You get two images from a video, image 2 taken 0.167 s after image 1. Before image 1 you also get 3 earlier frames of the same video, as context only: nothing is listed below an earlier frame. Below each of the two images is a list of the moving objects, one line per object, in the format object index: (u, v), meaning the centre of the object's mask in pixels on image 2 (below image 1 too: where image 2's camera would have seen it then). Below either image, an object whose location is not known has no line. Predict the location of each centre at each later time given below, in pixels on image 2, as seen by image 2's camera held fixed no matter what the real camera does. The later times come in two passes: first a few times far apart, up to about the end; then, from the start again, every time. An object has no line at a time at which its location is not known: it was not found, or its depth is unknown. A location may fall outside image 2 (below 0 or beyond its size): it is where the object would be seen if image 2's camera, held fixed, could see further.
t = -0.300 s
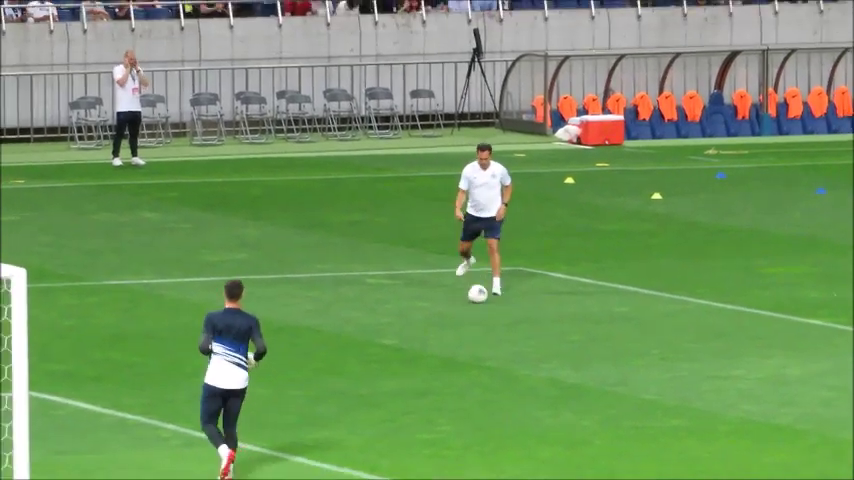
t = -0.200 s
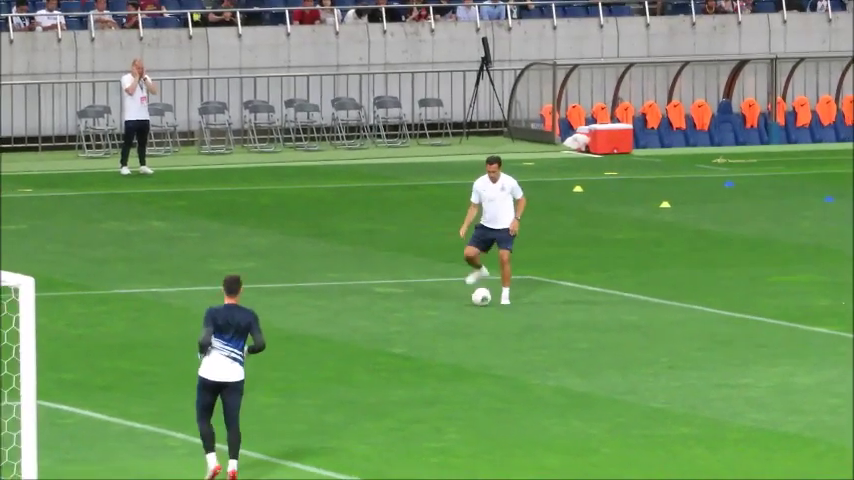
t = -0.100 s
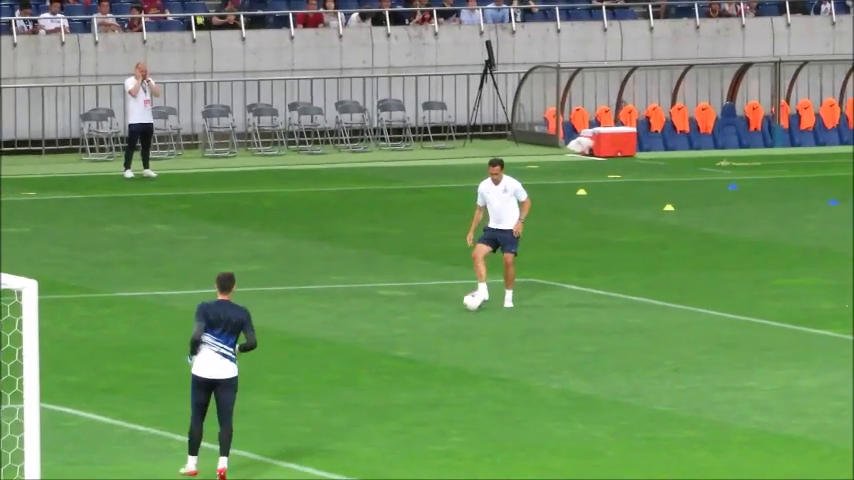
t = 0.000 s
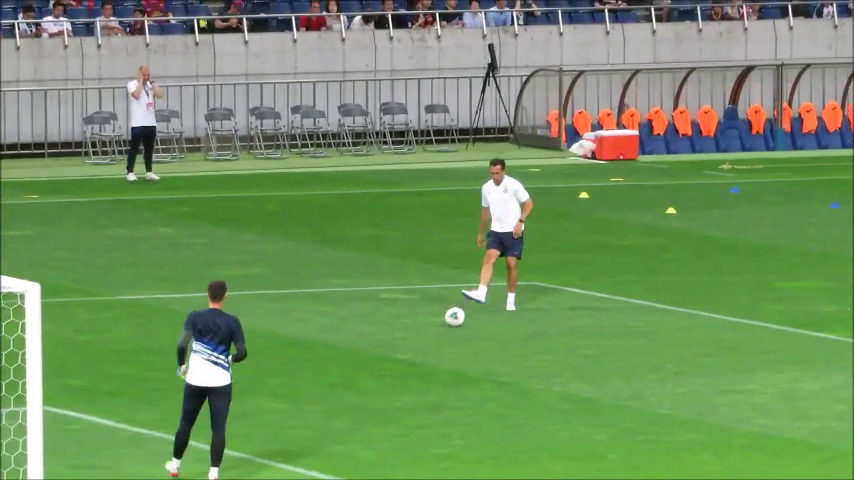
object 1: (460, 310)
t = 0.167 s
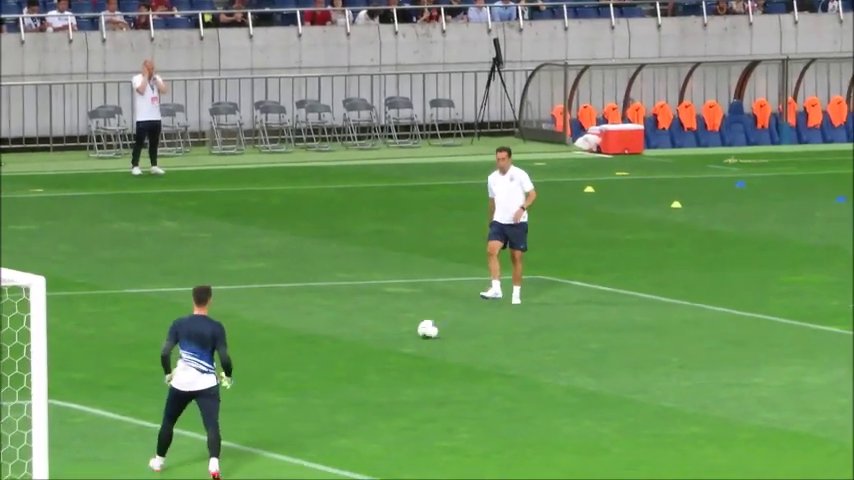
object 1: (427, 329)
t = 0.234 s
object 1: (415, 335)
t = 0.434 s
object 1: (382, 353)
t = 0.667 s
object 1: (349, 370)
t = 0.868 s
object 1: (324, 385)
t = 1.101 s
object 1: (297, 402)
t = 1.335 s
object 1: (272, 417)
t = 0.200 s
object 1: (422, 333)
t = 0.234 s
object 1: (415, 335)
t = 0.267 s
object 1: (410, 339)
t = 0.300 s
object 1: (404, 342)
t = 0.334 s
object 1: (398, 345)
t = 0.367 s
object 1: (392, 349)
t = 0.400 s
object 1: (386, 351)
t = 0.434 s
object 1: (382, 353)
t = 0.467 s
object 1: (376, 356)
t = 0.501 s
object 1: (371, 359)
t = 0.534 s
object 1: (366, 363)
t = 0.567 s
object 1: (362, 365)
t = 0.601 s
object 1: (358, 366)
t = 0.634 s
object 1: (353, 367)
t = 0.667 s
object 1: (349, 370)
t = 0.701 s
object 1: (345, 374)
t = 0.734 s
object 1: (341, 378)
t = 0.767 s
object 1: (336, 378)
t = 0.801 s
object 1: (332, 379)
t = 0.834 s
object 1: (328, 381)
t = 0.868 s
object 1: (324, 385)
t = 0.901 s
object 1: (319, 388)
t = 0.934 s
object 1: (315, 391)
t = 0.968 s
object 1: (312, 392)
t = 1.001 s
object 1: (308, 393)
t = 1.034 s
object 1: (304, 396)
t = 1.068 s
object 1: (301, 399)
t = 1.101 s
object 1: (297, 402)
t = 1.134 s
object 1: (293, 404)
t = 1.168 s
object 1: (289, 406)
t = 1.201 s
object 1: (286, 408)
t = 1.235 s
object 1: (282, 411)
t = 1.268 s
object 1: (279, 414)
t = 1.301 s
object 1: (276, 415)
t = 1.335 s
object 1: (272, 417)
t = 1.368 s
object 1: (268, 420)
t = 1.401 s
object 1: (265, 422)
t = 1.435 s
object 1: (262, 424)
